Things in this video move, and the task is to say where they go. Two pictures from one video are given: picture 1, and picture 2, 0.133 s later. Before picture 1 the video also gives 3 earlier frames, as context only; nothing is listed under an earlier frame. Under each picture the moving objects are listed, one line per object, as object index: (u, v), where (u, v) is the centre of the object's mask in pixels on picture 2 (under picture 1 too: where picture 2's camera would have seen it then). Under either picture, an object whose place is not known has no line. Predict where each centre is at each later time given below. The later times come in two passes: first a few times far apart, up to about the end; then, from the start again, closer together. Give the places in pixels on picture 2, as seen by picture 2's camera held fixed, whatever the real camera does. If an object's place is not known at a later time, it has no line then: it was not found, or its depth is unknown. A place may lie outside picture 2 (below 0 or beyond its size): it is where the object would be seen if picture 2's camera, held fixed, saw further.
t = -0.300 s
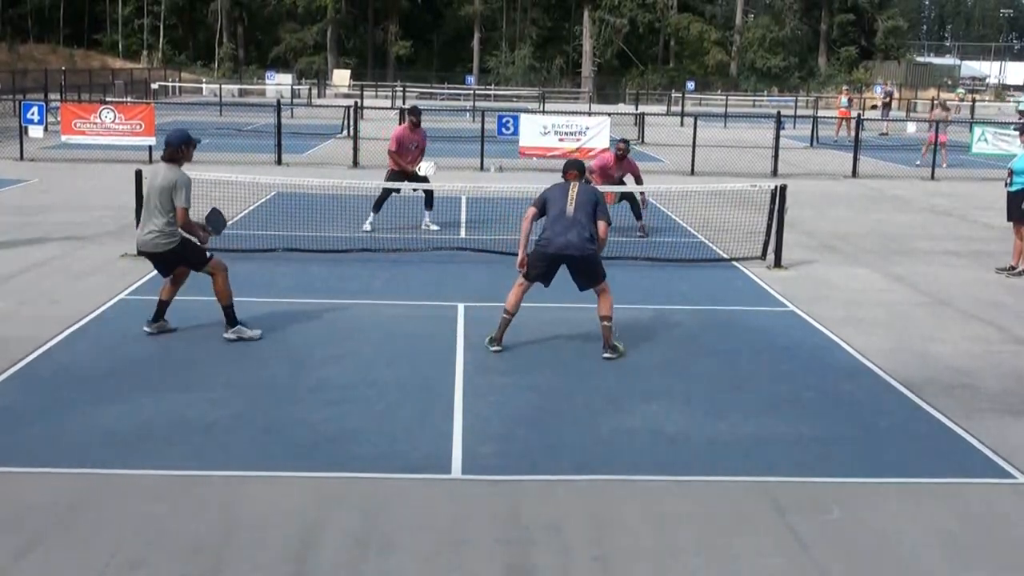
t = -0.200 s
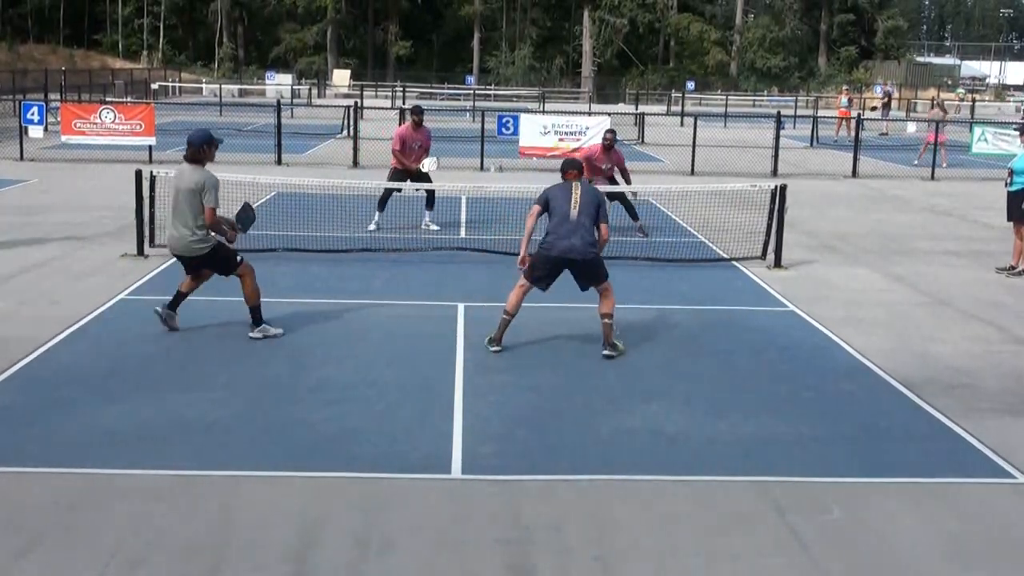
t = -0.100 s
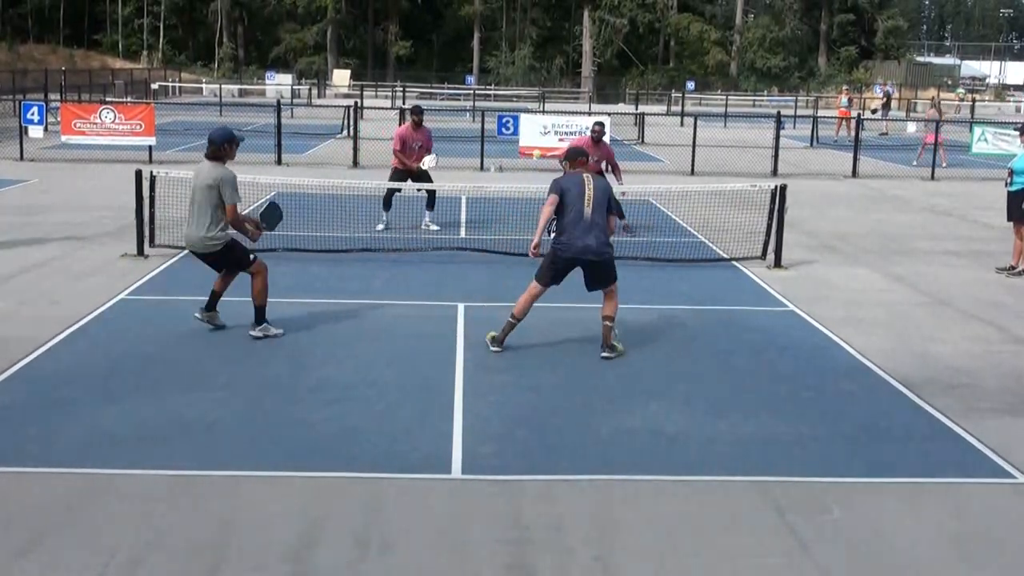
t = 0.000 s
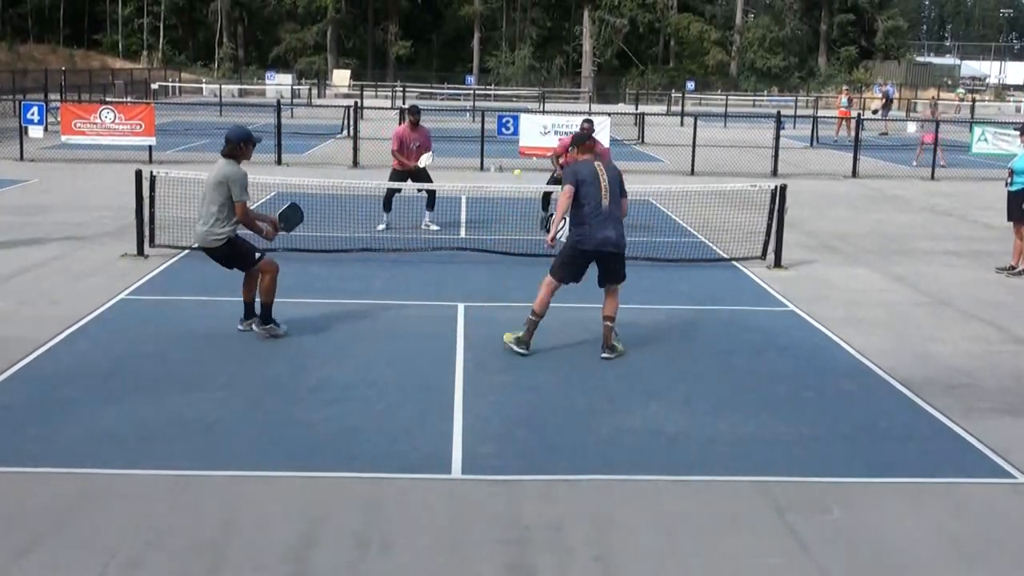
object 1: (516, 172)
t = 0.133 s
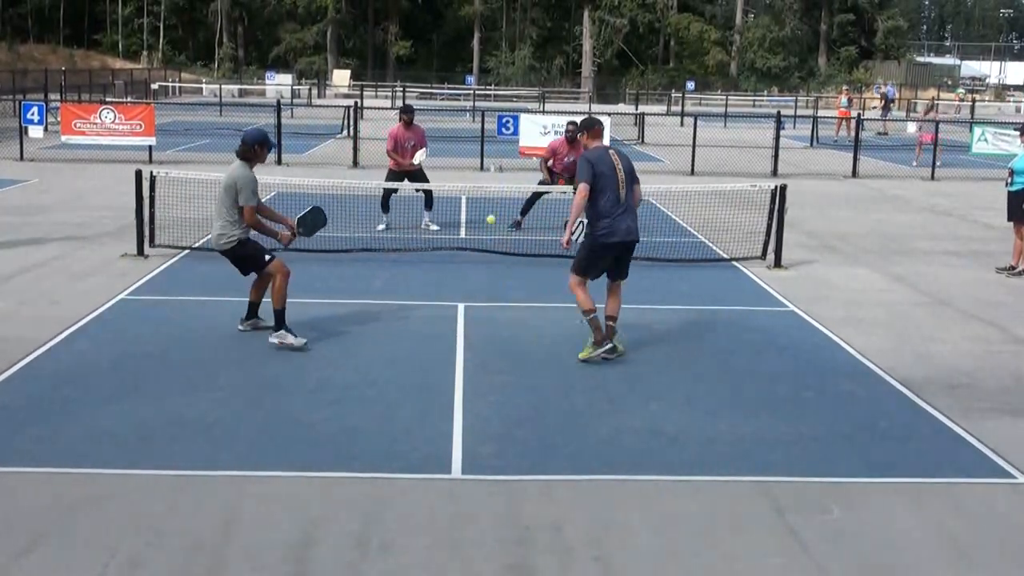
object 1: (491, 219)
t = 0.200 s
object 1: (477, 251)
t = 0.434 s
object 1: (441, 288)
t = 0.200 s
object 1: (477, 251)
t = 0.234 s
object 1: (470, 269)
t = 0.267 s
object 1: (463, 289)
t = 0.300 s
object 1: (456, 311)
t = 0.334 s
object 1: (452, 315)
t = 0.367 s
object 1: (448, 304)
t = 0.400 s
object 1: (445, 295)
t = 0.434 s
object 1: (441, 288)
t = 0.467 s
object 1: (438, 281)
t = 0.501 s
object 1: (435, 276)
